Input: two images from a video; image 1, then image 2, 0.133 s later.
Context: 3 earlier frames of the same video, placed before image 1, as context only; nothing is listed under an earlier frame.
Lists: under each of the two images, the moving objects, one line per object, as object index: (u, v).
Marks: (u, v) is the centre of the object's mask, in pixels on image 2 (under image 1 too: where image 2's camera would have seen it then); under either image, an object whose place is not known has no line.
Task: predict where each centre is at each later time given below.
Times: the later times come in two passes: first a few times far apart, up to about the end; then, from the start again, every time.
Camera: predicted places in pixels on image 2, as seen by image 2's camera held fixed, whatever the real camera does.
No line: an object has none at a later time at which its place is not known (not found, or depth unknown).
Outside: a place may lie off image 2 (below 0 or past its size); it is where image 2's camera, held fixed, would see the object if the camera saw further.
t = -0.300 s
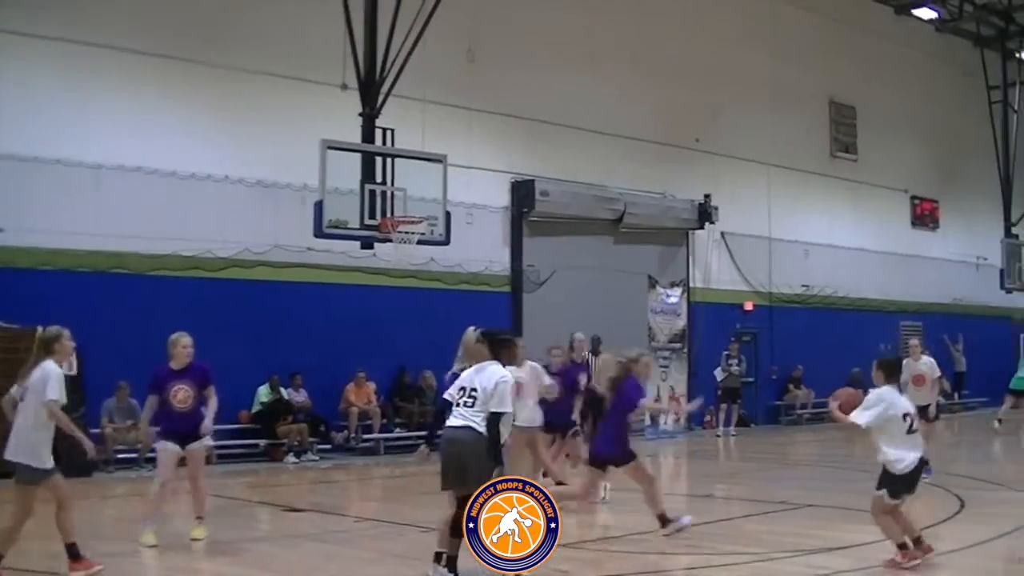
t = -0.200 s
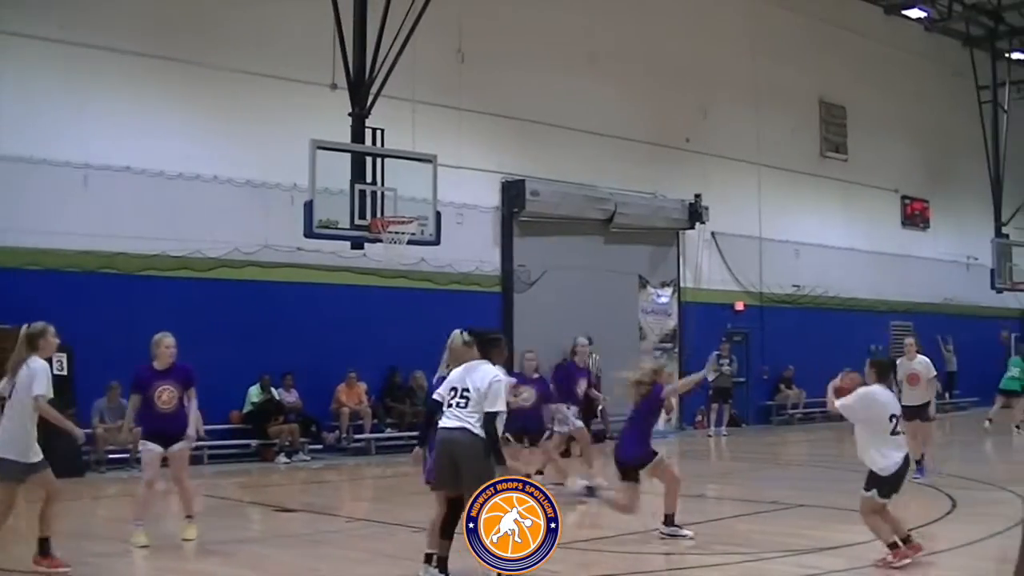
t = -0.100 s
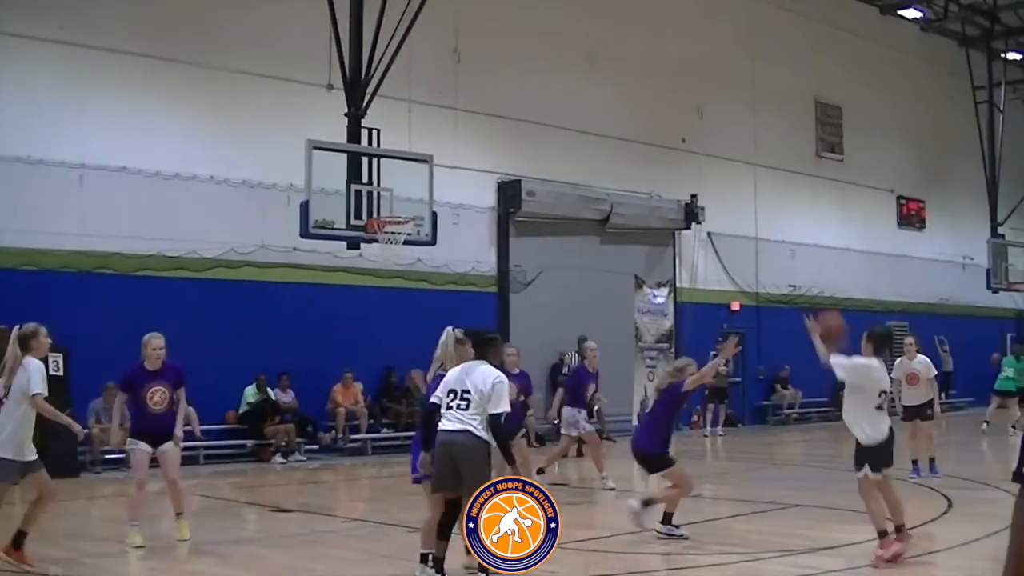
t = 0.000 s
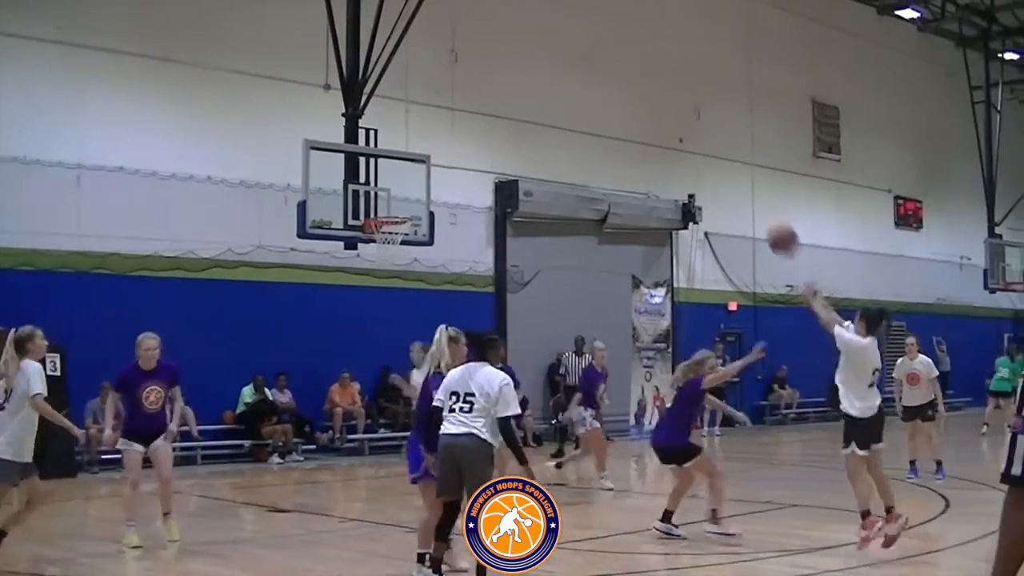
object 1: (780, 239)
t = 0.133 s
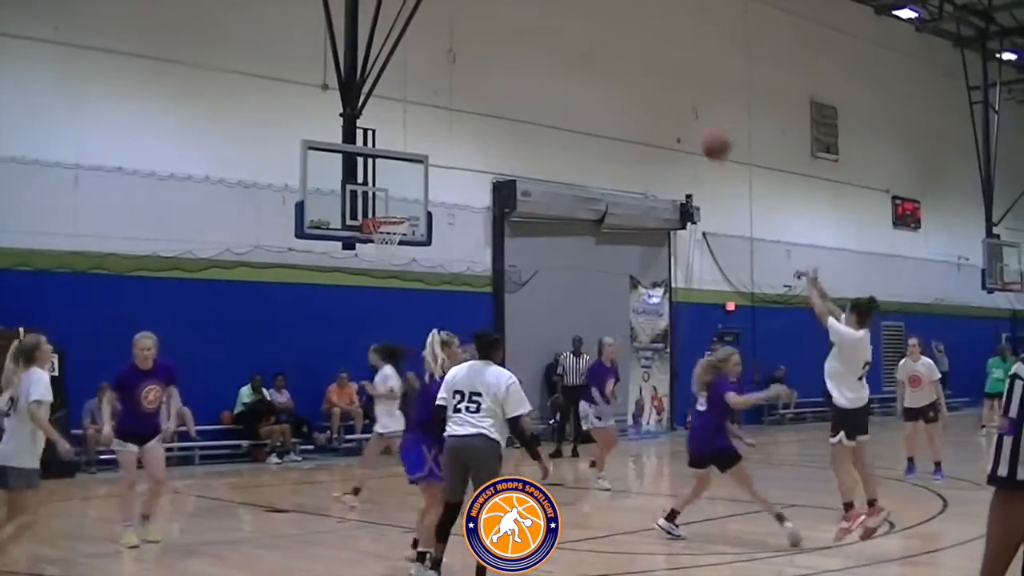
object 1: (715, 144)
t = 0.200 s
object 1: (687, 114)
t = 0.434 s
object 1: (599, 44)
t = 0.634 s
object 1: (538, 35)
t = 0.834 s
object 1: (486, 65)
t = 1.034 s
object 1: (441, 126)
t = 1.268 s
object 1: (390, 214)
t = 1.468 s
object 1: (345, 178)
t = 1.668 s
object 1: (322, 161)
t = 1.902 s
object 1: (295, 182)
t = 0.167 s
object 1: (700, 129)
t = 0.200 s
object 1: (687, 114)
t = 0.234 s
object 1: (673, 99)
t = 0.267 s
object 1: (659, 86)
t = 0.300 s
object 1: (646, 74)
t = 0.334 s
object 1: (634, 64)
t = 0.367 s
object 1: (622, 57)
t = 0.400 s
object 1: (610, 50)
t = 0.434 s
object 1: (599, 44)
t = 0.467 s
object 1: (587, 40)
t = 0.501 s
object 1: (577, 36)
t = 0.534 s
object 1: (567, 34)
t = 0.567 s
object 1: (557, 34)
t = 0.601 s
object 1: (547, 34)
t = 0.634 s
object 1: (538, 35)
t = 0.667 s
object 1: (529, 38)
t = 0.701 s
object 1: (519, 41)
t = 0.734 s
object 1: (511, 45)
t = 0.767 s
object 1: (502, 51)
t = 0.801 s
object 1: (494, 58)
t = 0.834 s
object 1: (486, 65)
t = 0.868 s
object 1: (478, 73)
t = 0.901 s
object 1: (470, 82)
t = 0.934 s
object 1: (462, 92)
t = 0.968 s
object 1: (455, 103)
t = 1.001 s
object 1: (448, 114)
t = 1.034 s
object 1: (441, 126)
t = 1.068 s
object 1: (433, 139)
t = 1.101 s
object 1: (427, 152)
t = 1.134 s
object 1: (420, 168)
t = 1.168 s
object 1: (413, 181)
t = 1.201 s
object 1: (406, 197)
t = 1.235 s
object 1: (400, 211)
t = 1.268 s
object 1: (390, 214)
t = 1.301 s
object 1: (379, 213)
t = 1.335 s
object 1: (370, 207)
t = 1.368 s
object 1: (363, 198)
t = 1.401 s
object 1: (357, 190)
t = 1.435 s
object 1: (352, 183)
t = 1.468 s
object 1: (345, 178)
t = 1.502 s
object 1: (340, 174)
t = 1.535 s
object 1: (336, 169)
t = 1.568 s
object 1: (333, 166)
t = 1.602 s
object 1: (330, 163)
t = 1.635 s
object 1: (326, 161)
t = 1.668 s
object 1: (322, 161)
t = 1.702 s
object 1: (318, 161)
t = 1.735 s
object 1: (315, 162)
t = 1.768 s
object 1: (311, 164)
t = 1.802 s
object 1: (307, 167)
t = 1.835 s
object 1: (303, 172)
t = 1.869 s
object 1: (299, 176)
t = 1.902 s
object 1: (295, 182)
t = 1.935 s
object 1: (291, 190)
